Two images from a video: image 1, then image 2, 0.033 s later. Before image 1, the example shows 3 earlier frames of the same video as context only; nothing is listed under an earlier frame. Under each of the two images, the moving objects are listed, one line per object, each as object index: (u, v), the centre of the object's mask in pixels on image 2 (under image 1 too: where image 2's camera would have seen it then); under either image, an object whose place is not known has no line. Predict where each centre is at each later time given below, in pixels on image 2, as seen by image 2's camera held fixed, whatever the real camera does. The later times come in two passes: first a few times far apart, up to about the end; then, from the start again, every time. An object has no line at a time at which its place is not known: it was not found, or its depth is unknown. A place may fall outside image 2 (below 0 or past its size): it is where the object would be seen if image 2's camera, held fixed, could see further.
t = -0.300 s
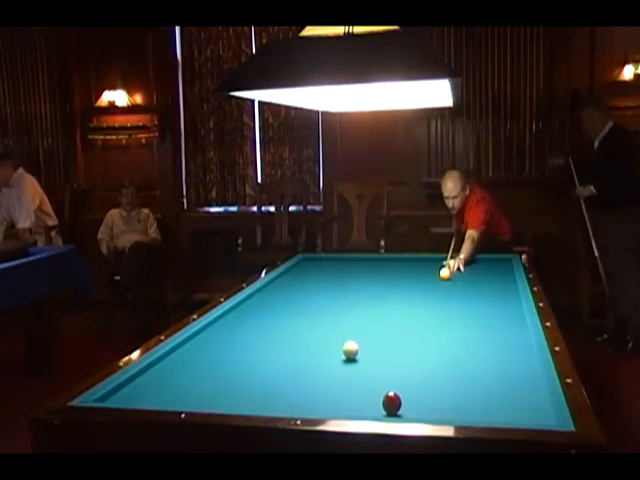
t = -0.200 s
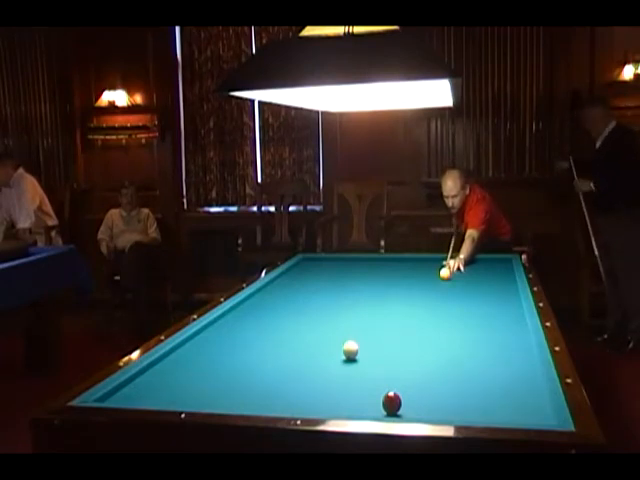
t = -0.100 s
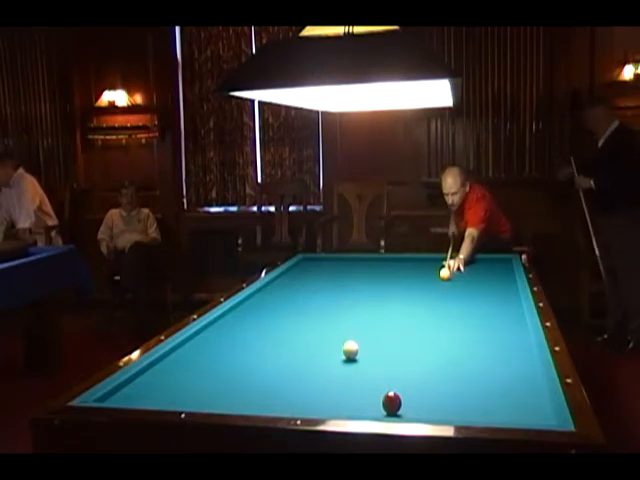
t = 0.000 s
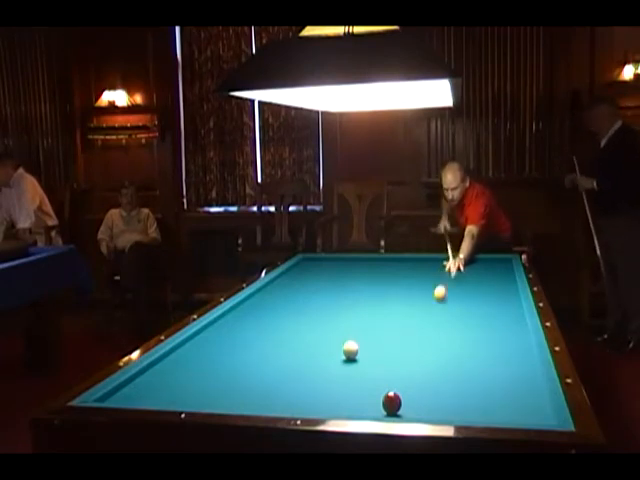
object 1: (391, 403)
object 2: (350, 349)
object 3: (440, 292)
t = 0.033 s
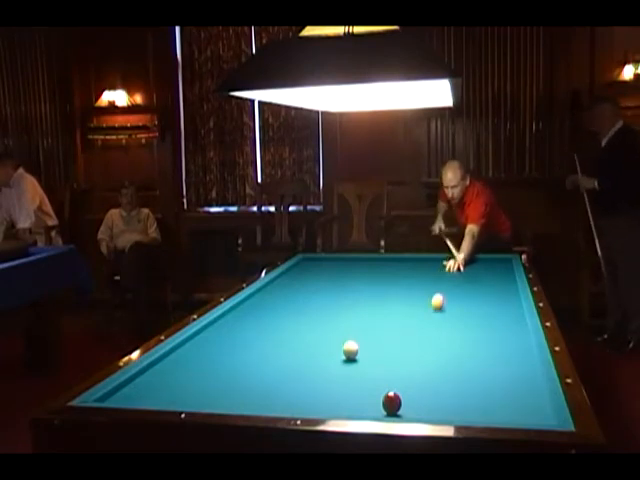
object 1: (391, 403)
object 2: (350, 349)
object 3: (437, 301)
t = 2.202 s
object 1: (294, 375)
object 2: (350, 350)
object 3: (275, 322)
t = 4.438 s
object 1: (503, 356)
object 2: (412, 334)
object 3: (355, 348)
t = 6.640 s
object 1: (406, 347)
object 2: (490, 299)
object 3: (397, 334)
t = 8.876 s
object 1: (363, 344)
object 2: (438, 285)
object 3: (404, 333)
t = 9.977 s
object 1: (361, 344)
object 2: (423, 281)
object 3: (404, 333)
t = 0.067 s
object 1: (391, 403)
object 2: (350, 349)
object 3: (434, 311)
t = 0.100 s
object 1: (391, 403)
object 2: (350, 349)
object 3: (432, 321)
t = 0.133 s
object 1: (391, 403)
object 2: (350, 349)
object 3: (428, 334)
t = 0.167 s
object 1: (391, 403)
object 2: (350, 349)
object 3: (425, 347)
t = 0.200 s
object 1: (391, 403)
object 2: (350, 349)
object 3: (421, 363)
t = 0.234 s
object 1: (391, 403)
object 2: (350, 349)
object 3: (416, 381)
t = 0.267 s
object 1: (390, 403)
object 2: (350, 350)
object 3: (412, 403)
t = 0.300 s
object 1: (372, 403)
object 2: (350, 349)
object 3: (425, 409)
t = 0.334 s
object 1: (356, 404)
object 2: (350, 349)
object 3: (438, 397)
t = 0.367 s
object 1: (339, 405)
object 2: (350, 350)
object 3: (449, 383)
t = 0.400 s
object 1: (324, 406)
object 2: (350, 349)
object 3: (459, 370)
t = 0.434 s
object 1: (309, 406)
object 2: (350, 350)
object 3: (468, 359)
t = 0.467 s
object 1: (294, 406)
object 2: (350, 349)
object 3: (476, 348)
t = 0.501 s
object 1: (281, 406)
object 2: (350, 349)
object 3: (483, 339)
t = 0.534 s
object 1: (272, 405)
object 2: (350, 349)
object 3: (490, 330)
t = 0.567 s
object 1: (263, 404)
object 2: (350, 349)
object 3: (496, 322)
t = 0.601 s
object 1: (254, 403)
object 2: (350, 350)
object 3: (501, 315)
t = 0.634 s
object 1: (245, 402)
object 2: (350, 349)
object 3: (506, 309)
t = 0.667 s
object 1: (237, 401)
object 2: (350, 349)
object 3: (510, 303)
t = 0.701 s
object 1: (228, 401)
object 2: (350, 349)
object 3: (514, 298)
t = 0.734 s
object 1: (220, 399)
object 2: (350, 349)
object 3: (510, 293)
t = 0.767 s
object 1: (211, 398)
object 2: (350, 349)
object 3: (505, 288)
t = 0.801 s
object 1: (203, 397)
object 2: (350, 349)
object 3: (501, 284)
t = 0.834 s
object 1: (195, 396)
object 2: (350, 349)
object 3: (496, 280)
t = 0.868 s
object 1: (187, 395)
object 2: (350, 349)
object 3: (492, 277)
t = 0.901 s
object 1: (179, 395)
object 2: (350, 350)
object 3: (489, 274)
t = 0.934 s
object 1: (172, 394)
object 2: (350, 349)
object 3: (486, 271)
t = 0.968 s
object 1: (164, 392)
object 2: (350, 349)
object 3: (482, 268)
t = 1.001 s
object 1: (156, 391)
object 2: (350, 349)
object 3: (480, 265)
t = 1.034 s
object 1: (149, 390)
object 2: (350, 350)
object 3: (477, 263)
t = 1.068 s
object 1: (141, 389)
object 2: (350, 350)
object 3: (475, 260)
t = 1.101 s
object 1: (134, 388)
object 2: (350, 349)
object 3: (473, 258)
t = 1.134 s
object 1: (127, 387)
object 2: (350, 349)
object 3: (469, 259)
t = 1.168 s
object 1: (127, 387)
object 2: (350, 350)
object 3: (464, 260)
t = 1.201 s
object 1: (134, 386)
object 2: (350, 350)
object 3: (459, 262)
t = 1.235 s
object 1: (141, 386)
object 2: (350, 350)
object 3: (455, 263)
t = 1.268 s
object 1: (148, 386)
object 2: (350, 350)
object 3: (450, 265)
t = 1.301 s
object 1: (153, 386)
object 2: (350, 350)
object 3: (445, 267)
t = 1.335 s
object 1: (159, 385)
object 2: (350, 350)
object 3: (440, 270)
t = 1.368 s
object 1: (165, 384)
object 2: (350, 350)
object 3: (435, 271)
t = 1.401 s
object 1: (170, 384)
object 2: (350, 349)
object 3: (429, 273)
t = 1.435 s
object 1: (176, 384)
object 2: (350, 349)
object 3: (424, 275)
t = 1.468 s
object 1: (181, 383)
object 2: (350, 349)
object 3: (419, 277)
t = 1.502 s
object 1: (186, 383)
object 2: (350, 349)
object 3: (414, 279)
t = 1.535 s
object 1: (192, 382)
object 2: (350, 349)
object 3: (408, 280)
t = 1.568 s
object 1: (197, 382)
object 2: (350, 349)
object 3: (403, 282)
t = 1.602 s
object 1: (202, 382)
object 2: (350, 349)
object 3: (397, 284)
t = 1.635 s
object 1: (208, 382)
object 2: (350, 349)
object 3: (391, 286)
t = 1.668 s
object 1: (213, 381)
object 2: (350, 350)
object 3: (386, 288)
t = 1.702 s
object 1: (218, 381)
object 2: (350, 350)
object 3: (380, 289)
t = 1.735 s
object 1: (224, 380)
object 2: (350, 349)
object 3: (374, 291)
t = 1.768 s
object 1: (229, 380)
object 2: (350, 349)
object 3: (367, 293)
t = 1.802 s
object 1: (234, 380)
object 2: (350, 350)
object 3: (361, 295)
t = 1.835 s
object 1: (239, 379)
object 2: (350, 349)
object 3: (355, 296)
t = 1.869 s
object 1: (244, 379)
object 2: (350, 350)
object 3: (348, 299)
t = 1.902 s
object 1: (249, 379)
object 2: (350, 350)
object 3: (342, 301)
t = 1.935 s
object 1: (254, 378)
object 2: (350, 350)
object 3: (335, 303)
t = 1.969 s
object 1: (259, 378)
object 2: (350, 350)
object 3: (328, 305)
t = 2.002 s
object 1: (264, 378)
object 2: (350, 350)
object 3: (321, 307)
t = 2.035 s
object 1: (269, 377)
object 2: (350, 349)
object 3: (314, 309)
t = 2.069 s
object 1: (274, 377)
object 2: (350, 349)
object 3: (306, 312)
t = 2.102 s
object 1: (279, 376)
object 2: (350, 350)
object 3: (299, 314)
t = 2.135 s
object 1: (284, 376)
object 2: (350, 350)
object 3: (291, 316)
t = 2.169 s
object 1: (289, 376)
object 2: (350, 350)
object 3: (283, 319)
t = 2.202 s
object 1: (294, 375)
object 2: (350, 350)
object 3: (275, 322)
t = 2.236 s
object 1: (299, 375)
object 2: (350, 350)
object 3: (266, 324)
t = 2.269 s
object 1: (304, 375)
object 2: (350, 350)
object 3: (258, 327)
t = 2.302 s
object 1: (309, 375)
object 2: (350, 350)
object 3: (249, 329)
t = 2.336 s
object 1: (313, 374)
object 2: (350, 350)
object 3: (240, 332)
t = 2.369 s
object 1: (318, 374)
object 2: (350, 350)
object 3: (231, 335)
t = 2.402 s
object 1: (323, 374)
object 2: (350, 350)
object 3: (222, 338)
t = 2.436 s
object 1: (328, 373)
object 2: (350, 350)
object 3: (212, 341)
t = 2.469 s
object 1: (332, 373)
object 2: (350, 350)
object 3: (202, 344)
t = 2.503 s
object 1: (337, 372)
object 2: (350, 350)
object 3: (192, 347)
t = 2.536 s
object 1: (341, 372)
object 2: (350, 349)
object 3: (182, 351)
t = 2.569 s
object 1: (346, 372)
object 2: (350, 350)
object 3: (172, 354)
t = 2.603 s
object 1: (351, 371)
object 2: (350, 350)
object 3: (168, 358)
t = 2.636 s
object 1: (355, 371)
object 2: (350, 350)
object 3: (168, 361)
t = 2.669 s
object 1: (360, 370)
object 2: (350, 350)
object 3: (168, 365)
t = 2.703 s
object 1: (364, 370)
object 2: (350, 350)
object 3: (167, 368)
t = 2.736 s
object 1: (369, 370)
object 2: (350, 350)
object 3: (166, 371)
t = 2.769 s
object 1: (373, 370)
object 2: (350, 350)
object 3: (165, 375)
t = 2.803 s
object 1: (378, 369)
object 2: (350, 350)
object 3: (163, 379)
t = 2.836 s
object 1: (382, 369)
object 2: (350, 350)
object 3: (162, 383)
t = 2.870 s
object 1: (387, 369)
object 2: (350, 349)
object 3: (160, 387)
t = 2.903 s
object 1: (391, 368)
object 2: (350, 349)
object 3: (158, 392)
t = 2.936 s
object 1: (395, 368)
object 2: (350, 349)
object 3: (157, 395)
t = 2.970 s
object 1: (400, 368)
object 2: (350, 349)
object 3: (155, 397)
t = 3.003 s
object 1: (404, 368)
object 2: (350, 349)
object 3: (154, 400)
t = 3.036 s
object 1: (408, 367)
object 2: (350, 349)
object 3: (164, 398)
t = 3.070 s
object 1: (412, 367)
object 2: (350, 349)
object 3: (174, 397)
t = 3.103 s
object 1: (417, 367)
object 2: (350, 349)
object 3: (183, 395)
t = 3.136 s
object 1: (421, 366)
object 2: (350, 349)
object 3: (192, 393)
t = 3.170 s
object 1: (425, 366)
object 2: (350, 350)
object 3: (200, 391)
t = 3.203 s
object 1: (429, 366)
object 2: (350, 349)
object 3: (208, 388)
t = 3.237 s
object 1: (433, 365)
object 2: (350, 350)
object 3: (215, 386)
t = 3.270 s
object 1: (438, 365)
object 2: (350, 350)
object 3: (223, 384)
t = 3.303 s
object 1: (442, 365)
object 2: (350, 350)
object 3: (230, 382)
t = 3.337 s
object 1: (446, 364)
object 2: (350, 350)
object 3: (237, 381)
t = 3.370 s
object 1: (450, 364)
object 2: (350, 350)
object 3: (244, 379)
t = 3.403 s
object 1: (454, 364)
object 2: (350, 349)
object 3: (251, 377)
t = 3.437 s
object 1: (458, 363)
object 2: (350, 350)
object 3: (258, 375)
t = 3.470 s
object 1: (462, 363)
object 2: (350, 350)
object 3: (265, 373)
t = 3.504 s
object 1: (466, 363)
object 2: (350, 349)
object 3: (272, 371)
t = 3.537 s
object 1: (470, 362)
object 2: (350, 350)
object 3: (278, 370)
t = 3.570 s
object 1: (474, 362)
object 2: (350, 349)
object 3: (285, 368)
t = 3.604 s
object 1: (478, 362)
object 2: (350, 350)
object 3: (291, 366)
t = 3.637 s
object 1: (481, 362)
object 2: (350, 350)
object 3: (297, 364)
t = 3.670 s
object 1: (485, 361)
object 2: (350, 350)
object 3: (304, 363)
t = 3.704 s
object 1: (489, 361)
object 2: (350, 350)
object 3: (310, 361)
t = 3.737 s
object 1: (493, 361)
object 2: (350, 350)
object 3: (316, 360)
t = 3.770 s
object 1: (497, 361)
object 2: (350, 350)
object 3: (322, 358)
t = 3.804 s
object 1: (500, 360)
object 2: (350, 350)
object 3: (327, 356)
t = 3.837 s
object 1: (504, 360)
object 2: (350, 350)
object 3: (333, 355)
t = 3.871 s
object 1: (508, 360)
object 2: (352, 349)
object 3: (338, 354)
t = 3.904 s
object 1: (512, 360)
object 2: (356, 348)
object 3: (338, 353)
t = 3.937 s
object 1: (515, 359)
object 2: (361, 347)
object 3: (339, 353)
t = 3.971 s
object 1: (519, 359)
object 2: (365, 346)
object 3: (340, 353)
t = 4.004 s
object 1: (523, 359)
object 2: (369, 345)
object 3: (341, 352)
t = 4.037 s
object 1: (526, 358)
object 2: (373, 344)
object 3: (342, 352)
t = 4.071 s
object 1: (526, 358)
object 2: (376, 343)
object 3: (343, 352)
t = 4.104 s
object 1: (524, 358)
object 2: (380, 342)
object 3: (344, 351)
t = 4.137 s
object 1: (522, 358)
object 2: (383, 342)
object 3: (346, 351)
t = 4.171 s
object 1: (519, 357)
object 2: (387, 341)
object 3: (347, 351)
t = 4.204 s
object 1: (517, 357)
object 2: (390, 340)
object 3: (348, 350)
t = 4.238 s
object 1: (515, 357)
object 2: (393, 339)
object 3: (349, 350)
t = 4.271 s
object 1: (513, 357)
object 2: (396, 338)
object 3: (350, 349)
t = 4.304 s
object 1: (511, 356)
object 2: (400, 337)
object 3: (351, 349)
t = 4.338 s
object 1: (509, 356)
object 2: (403, 336)
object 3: (352, 349)
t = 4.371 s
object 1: (507, 356)
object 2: (406, 336)
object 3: (353, 348)
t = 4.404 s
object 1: (505, 356)
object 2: (409, 335)
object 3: (354, 348)
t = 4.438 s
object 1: (503, 356)
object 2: (412, 334)
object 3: (355, 348)
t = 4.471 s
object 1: (501, 356)
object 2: (415, 333)
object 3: (356, 347)
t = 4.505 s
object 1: (499, 355)
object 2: (418, 333)
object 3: (357, 347)
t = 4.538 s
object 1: (497, 355)
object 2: (421, 332)
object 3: (358, 347)
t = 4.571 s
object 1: (495, 355)
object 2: (424, 331)
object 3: (359, 347)
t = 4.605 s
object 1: (493, 355)
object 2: (427, 331)
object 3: (360, 346)
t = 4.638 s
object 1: (491, 355)
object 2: (429, 330)
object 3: (361, 346)
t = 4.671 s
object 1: (490, 355)
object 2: (432, 329)
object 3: (362, 346)
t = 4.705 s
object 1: (488, 354)
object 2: (435, 329)
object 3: (363, 346)
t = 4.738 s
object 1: (486, 354)
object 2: (438, 328)
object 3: (364, 345)
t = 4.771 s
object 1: (484, 354)
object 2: (441, 327)
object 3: (365, 345)
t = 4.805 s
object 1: (482, 354)
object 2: (443, 326)
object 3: (366, 344)
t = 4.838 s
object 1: (480, 354)
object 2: (446, 325)
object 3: (367, 344)
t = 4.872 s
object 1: (479, 354)
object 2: (449, 325)
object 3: (368, 344)
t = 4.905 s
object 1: (477, 353)
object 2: (452, 324)
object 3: (369, 343)
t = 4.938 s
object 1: (475, 353)
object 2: (454, 324)
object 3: (369, 343)
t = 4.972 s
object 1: (473, 353)
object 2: (457, 323)
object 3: (370, 343)
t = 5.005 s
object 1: (472, 353)
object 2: (459, 322)
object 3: (371, 343)
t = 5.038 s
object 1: (470, 353)
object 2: (462, 322)
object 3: (372, 342)
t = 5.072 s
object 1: (468, 352)
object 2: (464, 321)
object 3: (372, 342)
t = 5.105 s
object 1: (467, 353)
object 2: (467, 321)
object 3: (373, 342)
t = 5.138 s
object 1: (465, 352)
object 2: (470, 320)
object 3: (374, 342)
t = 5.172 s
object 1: (463, 352)
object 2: (472, 319)
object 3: (375, 342)
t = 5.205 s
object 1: (462, 352)
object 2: (474, 319)
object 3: (376, 341)
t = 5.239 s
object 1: (460, 352)
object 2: (477, 318)
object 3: (376, 341)
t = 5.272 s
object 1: (459, 352)
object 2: (479, 318)
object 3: (377, 341)
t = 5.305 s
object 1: (457, 351)
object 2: (481, 317)
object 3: (378, 341)
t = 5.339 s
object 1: (455, 351)
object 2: (484, 316)
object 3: (379, 340)
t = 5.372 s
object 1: (454, 351)
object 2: (486, 316)
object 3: (379, 340)
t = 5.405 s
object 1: (452, 351)
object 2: (488, 315)
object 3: (380, 340)
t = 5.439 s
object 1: (451, 351)
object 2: (491, 315)
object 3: (381, 340)
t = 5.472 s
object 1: (449, 351)
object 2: (493, 314)
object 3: (381, 340)
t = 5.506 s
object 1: (448, 351)
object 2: (495, 313)
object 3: (382, 339)
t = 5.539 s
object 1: (446, 351)
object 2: (497, 313)
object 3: (383, 339)
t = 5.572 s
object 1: (445, 350)
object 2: (499, 312)
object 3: (383, 339)
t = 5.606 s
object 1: (444, 350)
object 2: (501, 312)
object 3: (384, 338)
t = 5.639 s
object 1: (442, 350)
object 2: (504, 311)
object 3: (385, 338)
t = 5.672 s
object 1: (441, 350)
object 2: (506, 311)
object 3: (385, 338)
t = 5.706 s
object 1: (439, 350)
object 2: (508, 310)
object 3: (386, 338)
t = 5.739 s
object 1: (438, 350)
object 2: (510, 310)
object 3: (386, 338)
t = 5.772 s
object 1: (436, 350)
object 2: (512, 309)
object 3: (387, 338)
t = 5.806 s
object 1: (435, 350)
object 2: (514, 308)
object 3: (388, 337)
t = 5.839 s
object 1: (434, 349)
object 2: (516, 308)
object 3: (388, 337)
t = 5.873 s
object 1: (432, 350)
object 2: (515, 308)
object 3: (388, 337)
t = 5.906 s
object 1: (431, 349)
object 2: (514, 307)
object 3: (389, 337)
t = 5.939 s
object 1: (430, 349)
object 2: (513, 307)
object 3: (390, 337)
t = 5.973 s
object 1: (429, 349)
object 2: (512, 307)
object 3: (390, 336)
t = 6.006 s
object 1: (427, 349)
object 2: (510, 306)
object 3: (391, 336)
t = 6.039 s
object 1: (426, 349)
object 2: (509, 306)
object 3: (391, 336)
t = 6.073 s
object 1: (425, 349)
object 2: (508, 305)
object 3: (391, 336)
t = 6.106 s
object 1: (423, 349)
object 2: (507, 305)
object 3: (392, 336)
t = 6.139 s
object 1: (422, 349)
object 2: (506, 305)
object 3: (392, 336)
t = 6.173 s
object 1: (421, 349)
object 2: (505, 304)
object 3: (393, 336)
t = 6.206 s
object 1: (420, 349)
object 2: (503, 304)
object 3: (393, 336)
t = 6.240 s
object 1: (419, 348)
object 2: (502, 303)
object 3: (394, 335)
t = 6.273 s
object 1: (417, 348)
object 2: (501, 303)
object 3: (394, 335)
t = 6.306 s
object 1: (416, 348)
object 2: (500, 303)
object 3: (394, 335)
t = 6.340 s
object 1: (415, 348)
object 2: (499, 302)
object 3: (395, 335)
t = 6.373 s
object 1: (414, 348)
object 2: (498, 302)
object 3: (395, 335)
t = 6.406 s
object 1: (413, 348)
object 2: (497, 301)
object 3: (395, 335)
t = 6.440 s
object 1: (412, 348)
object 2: (496, 301)
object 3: (396, 335)
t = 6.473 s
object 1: (411, 347)
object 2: (495, 301)
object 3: (396, 334)
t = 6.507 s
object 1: (409, 347)
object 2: (494, 301)
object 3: (396, 334)
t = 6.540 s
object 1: (408, 347)
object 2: (493, 300)
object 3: (396, 334)
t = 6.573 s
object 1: (408, 347)
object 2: (491, 300)
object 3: (397, 334)
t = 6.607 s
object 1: (406, 347)
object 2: (490, 300)
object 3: (397, 334)
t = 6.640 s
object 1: (406, 347)
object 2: (490, 299)
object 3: (397, 334)
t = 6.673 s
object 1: (404, 347)
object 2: (488, 299)
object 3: (398, 333)
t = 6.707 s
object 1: (403, 347)
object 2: (487, 299)
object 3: (398, 332)
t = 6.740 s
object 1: (402, 346)
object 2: (487, 298)
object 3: (398, 332)
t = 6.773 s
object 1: (402, 346)
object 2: (486, 298)
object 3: (398, 332)
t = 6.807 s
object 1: (401, 346)
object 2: (484, 298)
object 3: (399, 331)
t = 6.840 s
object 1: (400, 346)
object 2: (483, 297)
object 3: (399, 332)
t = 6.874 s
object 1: (399, 345)
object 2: (482, 297)
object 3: (400, 331)
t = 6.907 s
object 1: (398, 346)
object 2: (481, 297)
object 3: (400, 331)
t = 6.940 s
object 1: (397, 346)
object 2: (481, 296)
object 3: (401, 331)
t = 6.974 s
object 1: (396, 346)
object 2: (480, 296)
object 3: (401, 332)
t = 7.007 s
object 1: (395, 346)
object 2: (479, 296)
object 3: (401, 332)
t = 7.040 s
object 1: (394, 346)
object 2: (478, 296)
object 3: (401, 332)
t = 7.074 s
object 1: (393, 346)
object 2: (477, 296)
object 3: (402, 332)
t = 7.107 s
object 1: (392, 346)
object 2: (476, 295)
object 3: (402, 332)
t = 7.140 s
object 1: (391, 346)
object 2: (475, 295)
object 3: (402, 333)
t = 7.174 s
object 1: (390, 346)
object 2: (474, 295)
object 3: (402, 333)
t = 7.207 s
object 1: (390, 346)
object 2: (474, 294)
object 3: (402, 332)
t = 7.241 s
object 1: (388, 346)
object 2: (473, 294)
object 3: (402, 333)
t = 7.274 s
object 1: (388, 346)
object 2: (472, 294)
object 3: (402, 333)
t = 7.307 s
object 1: (387, 346)
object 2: (471, 293)
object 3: (403, 333)
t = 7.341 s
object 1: (386, 346)
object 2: (470, 293)
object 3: (403, 332)
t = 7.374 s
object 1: (385, 346)
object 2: (469, 293)
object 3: (403, 332)
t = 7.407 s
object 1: (384, 346)
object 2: (468, 293)
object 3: (403, 332)
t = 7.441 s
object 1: (383, 346)
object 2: (468, 292)
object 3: (403, 332)
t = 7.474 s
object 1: (383, 346)
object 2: (467, 292)
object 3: (403, 333)
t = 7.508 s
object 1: (382, 346)
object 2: (466, 292)
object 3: (403, 333)
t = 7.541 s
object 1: (381, 346)
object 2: (465, 292)
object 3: (403, 333)
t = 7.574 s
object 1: (380, 345)
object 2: (465, 292)
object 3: (404, 333)
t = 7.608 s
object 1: (380, 346)
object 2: (464, 291)
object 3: (404, 333)
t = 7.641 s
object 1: (379, 346)
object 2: (463, 291)
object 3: (404, 333)
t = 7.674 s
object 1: (378, 345)
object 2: (462, 291)
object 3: (404, 333)
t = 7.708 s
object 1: (378, 346)
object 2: (462, 291)
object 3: (404, 333)
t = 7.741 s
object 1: (377, 345)
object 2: (461, 291)
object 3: (404, 332)
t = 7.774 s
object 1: (376, 345)
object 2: (460, 290)
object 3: (404, 332)
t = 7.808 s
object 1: (376, 345)
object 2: (459, 290)
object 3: (404, 332)
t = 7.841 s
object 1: (375, 345)
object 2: (458, 290)
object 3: (404, 332)
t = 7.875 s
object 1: (375, 345)
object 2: (458, 290)
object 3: (404, 332)
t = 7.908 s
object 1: (374, 345)
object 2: (457, 290)
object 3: (404, 332)
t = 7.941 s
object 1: (374, 345)
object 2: (456, 289)
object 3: (404, 332)
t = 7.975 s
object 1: (373, 345)
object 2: (456, 289)
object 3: (404, 332)
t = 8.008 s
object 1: (372, 345)
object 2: (455, 289)
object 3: (404, 332)
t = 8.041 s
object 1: (372, 345)
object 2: (454, 289)
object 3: (404, 332)
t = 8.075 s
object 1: (371, 345)
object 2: (453, 288)
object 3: (404, 332)
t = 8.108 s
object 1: (371, 345)
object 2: (453, 288)
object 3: (404, 332)
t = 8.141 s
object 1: (370, 345)
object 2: (452, 288)
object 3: (404, 332)
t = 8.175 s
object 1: (370, 345)
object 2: (451, 288)
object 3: (404, 332)
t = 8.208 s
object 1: (369, 345)
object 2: (451, 288)
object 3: (404, 332)
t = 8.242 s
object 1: (369, 344)
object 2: (450, 288)
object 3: (404, 332)
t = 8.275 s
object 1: (368, 344)
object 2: (449, 288)
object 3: (404, 332)
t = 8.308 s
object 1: (368, 344)
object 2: (449, 287)
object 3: (404, 332)
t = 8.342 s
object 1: (367, 345)
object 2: (448, 287)
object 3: (404, 332)
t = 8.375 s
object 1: (367, 345)
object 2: (447, 287)
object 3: (404, 332)
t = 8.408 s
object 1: (367, 344)
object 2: (447, 287)
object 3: (404, 332)
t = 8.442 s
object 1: (366, 344)
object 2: (446, 287)
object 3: (404, 332)
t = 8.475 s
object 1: (366, 344)
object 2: (445, 286)
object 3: (404, 332)
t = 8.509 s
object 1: (366, 344)
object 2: (445, 286)
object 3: (404, 333)
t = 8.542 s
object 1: (365, 344)
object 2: (444, 286)
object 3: (404, 332)
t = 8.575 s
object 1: (365, 344)
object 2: (444, 286)
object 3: (404, 332)
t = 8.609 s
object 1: (365, 344)
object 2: (443, 286)
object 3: (404, 333)
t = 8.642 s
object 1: (365, 344)
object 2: (442, 286)
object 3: (404, 333)
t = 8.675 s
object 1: (364, 344)
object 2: (442, 285)
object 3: (404, 333)
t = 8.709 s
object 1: (364, 344)
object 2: (441, 285)
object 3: (404, 333)
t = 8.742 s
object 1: (364, 344)
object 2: (441, 285)
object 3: (404, 333)
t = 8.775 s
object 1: (364, 344)
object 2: (440, 285)
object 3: (404, 333)
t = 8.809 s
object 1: (363, 344)
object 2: (439, 285)
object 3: (404, 333)
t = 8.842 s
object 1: (363, 344)
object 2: (439, 285)
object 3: (404, 333)
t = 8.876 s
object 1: (363, 344)
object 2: (438, 285)
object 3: (404, 333)
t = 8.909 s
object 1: (363, 344)
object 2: (438, 284)
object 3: (404, 333)
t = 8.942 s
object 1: (362, 344)
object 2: (437, 284)
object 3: (404, 332)
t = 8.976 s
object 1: (362, 344)
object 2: (437, 284)
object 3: (404, 332)
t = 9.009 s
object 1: (362, 344)
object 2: (436, 284)
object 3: (404, 332)
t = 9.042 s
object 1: (362, 344)
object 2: (436, 284)
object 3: (404, 332)
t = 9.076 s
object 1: (362, 344)
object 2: (435, 284)
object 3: (404, 332)
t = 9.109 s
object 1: (362, 344)
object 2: (435, 283)
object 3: (404, 332)
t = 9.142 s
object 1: (362, 344)
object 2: (434, 284)
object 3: (404, 332)
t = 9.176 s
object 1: (361, 344)
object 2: (434, 283)
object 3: (404, 332)
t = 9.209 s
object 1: (361, 344)
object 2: (433, 283)
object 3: (404, 333)
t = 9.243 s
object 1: (361, 344)
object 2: (433, 283)
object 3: (404, 332)
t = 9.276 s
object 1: (361, 344)
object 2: (432, 283)
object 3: (404, 332)
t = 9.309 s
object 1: (361, 344)
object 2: (432, 283)
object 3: (404, 332)
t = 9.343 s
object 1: (361, 344)
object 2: (431, 283)
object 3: (404, 332)
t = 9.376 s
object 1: (361, 344)
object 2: (431, 282)
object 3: (404, 332)
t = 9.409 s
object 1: (361, 344)
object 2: (430, 282)
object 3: (404, 332)
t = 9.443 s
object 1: (361, 344)
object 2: (430, 282)
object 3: (404, 332)
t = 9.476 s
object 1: (361, 344)
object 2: (429, 282)
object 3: (404, 332)
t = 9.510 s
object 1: (361, 344)
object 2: (429, 282)
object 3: (404, 332)
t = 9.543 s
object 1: (361, 344)
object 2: (428, 282)
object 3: (404, 332)
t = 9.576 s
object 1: (361, 344)
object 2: (428, 282)
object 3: (404, 332)
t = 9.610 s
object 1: (361, 344)
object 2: (428, 282)
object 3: (404, 332)
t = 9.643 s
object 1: (361, 344)
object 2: (427, 282)
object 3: (404, 332)
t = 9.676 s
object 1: (361, 344)
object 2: (427, 282)
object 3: (404, 332)
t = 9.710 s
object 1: (361, 344)
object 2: (426, 281)
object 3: (404, 332)
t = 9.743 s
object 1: (361, 344)
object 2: (426, 281)
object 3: (404, 332)
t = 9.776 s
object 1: (361, 344)
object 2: (425, 281)
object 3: (404, 332)
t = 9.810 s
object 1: (361, 344)
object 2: (425, 281)
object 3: (404, 332)
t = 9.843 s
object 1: (361, 344)
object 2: (425, 281)
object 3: (404, 332)
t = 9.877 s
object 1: (361, 344)
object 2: (424, 281)
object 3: (404, 332)
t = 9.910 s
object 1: (361, 344)
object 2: (424, 281)
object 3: (404, 333)
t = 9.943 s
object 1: (361, 344)
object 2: (424, 281)
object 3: (404, 332)
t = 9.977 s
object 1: (361, 344)
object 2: (423, 281)
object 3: (404, 333)
